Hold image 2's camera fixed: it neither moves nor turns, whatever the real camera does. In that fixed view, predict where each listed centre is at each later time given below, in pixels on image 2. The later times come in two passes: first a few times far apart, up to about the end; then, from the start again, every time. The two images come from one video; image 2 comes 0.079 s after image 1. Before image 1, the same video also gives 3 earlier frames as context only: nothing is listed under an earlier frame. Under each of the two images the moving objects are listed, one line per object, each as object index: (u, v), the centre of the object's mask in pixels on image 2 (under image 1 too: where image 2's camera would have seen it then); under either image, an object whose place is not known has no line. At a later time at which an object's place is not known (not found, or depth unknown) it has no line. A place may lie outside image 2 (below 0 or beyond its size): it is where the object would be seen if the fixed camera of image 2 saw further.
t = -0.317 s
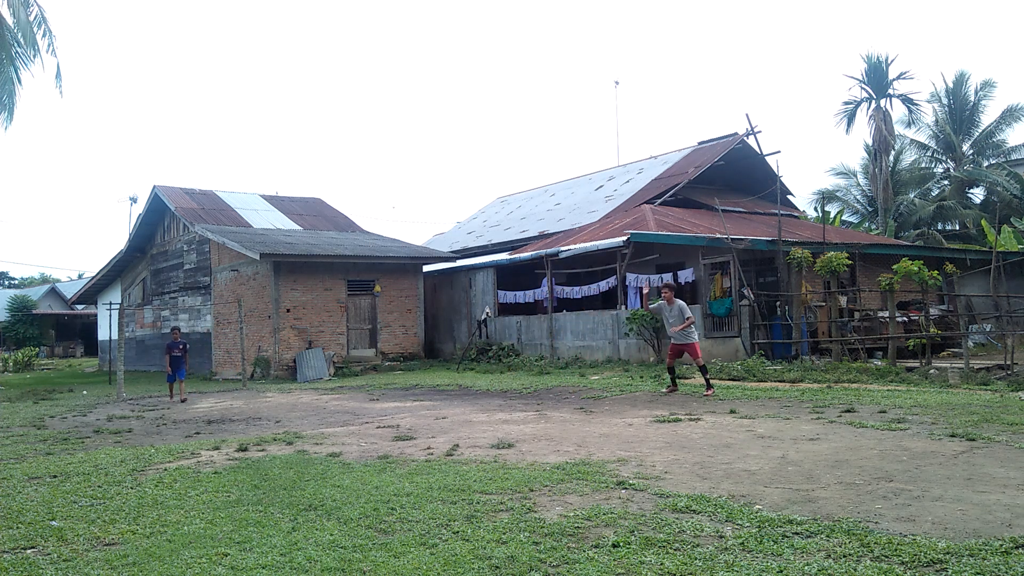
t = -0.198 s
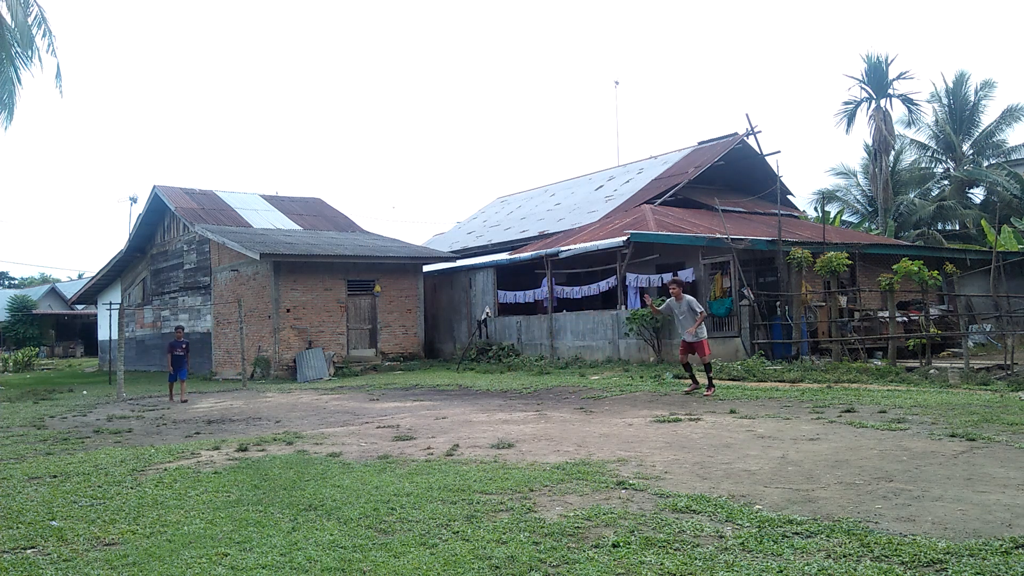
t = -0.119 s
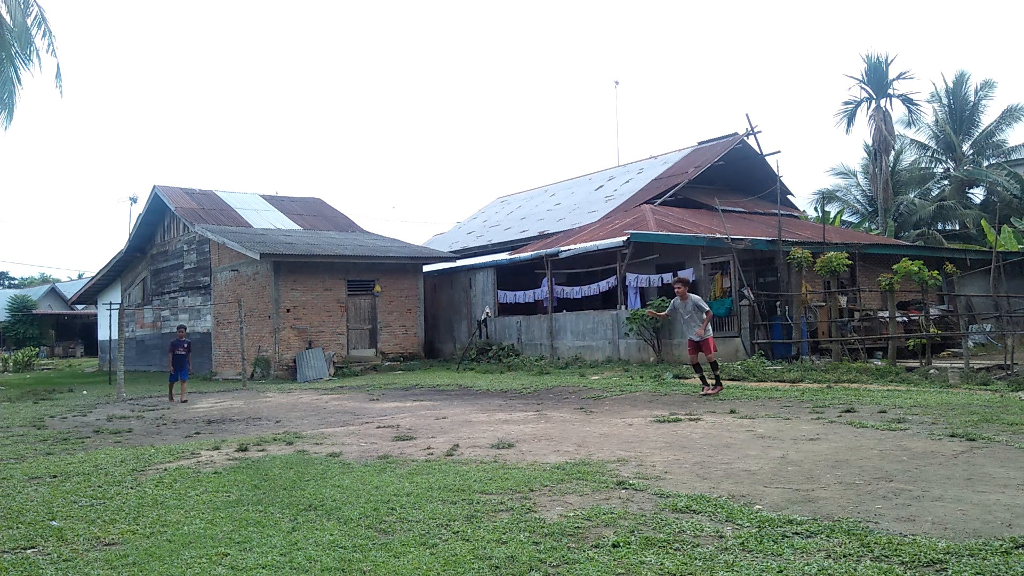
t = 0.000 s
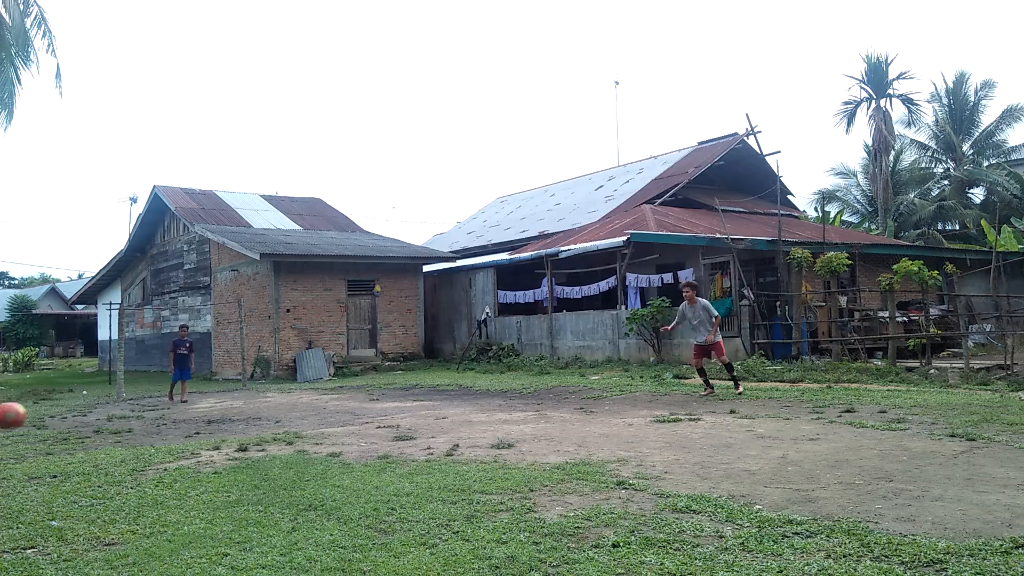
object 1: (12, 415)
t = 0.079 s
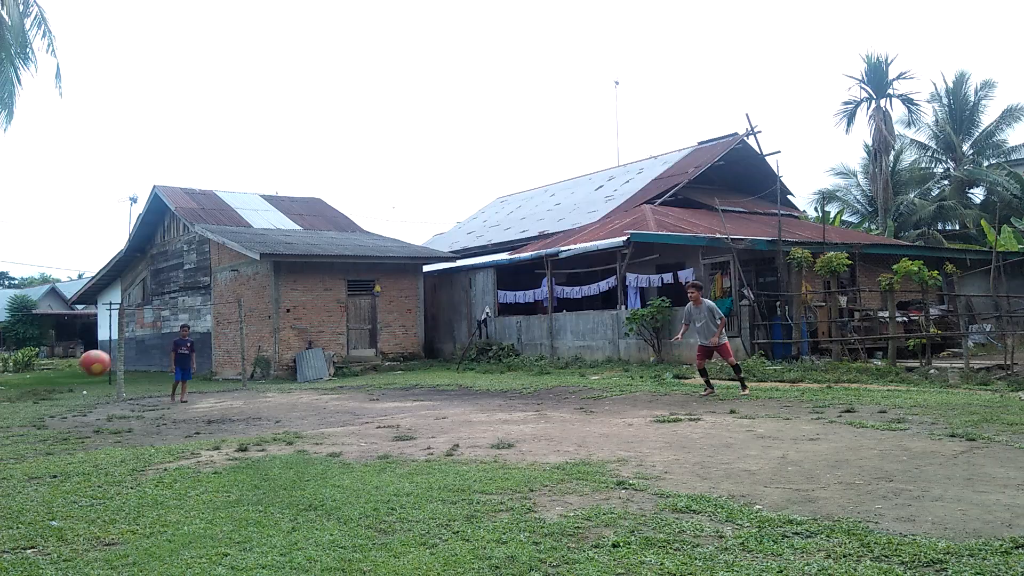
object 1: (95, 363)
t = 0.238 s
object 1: (254, 286)
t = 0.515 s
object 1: (501, 234)
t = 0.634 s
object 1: (598, 238)
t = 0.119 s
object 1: (136, 340)
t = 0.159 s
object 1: (176, 320)
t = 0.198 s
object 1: (216, 302)
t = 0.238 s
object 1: (254, 286)
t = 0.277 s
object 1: (292, 272)
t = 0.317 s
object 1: (329, 261)
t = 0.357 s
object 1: (365, 252)
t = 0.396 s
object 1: (401, 245)
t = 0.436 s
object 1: (436, 240)
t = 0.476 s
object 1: (469, 236)
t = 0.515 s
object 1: (501, 234)
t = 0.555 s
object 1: (533, 234)
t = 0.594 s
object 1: (566, 235)
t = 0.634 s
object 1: (598, 238)
